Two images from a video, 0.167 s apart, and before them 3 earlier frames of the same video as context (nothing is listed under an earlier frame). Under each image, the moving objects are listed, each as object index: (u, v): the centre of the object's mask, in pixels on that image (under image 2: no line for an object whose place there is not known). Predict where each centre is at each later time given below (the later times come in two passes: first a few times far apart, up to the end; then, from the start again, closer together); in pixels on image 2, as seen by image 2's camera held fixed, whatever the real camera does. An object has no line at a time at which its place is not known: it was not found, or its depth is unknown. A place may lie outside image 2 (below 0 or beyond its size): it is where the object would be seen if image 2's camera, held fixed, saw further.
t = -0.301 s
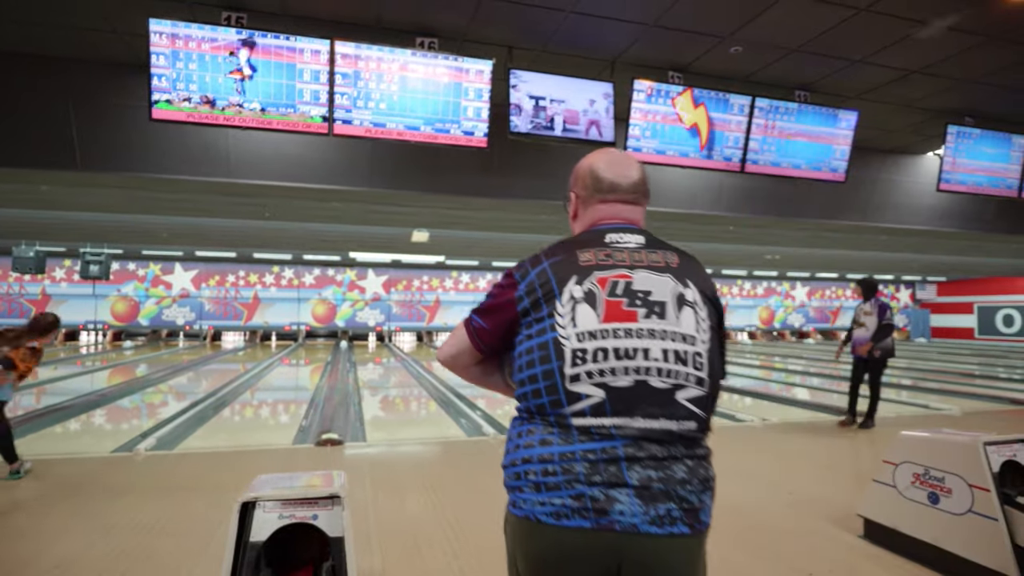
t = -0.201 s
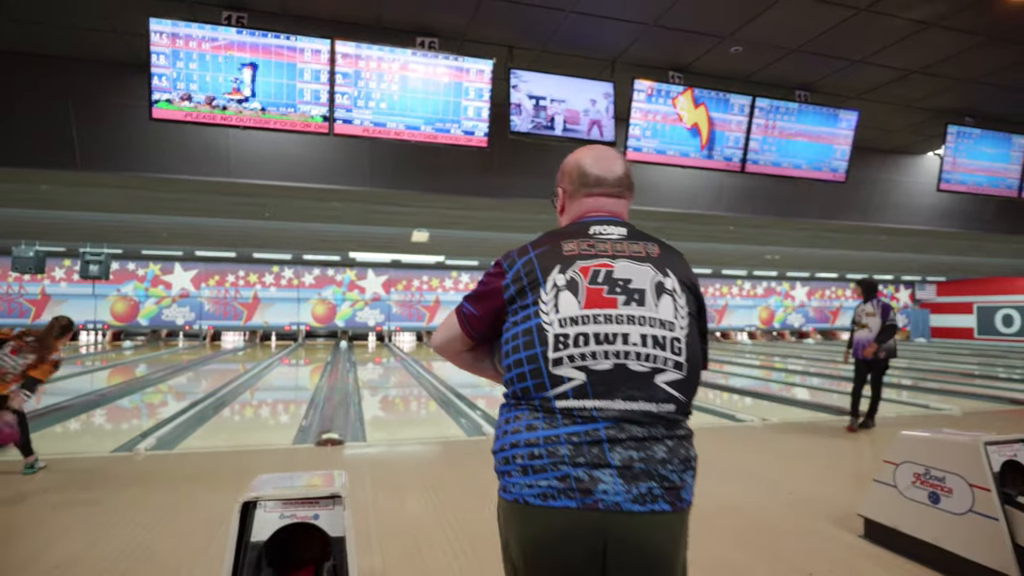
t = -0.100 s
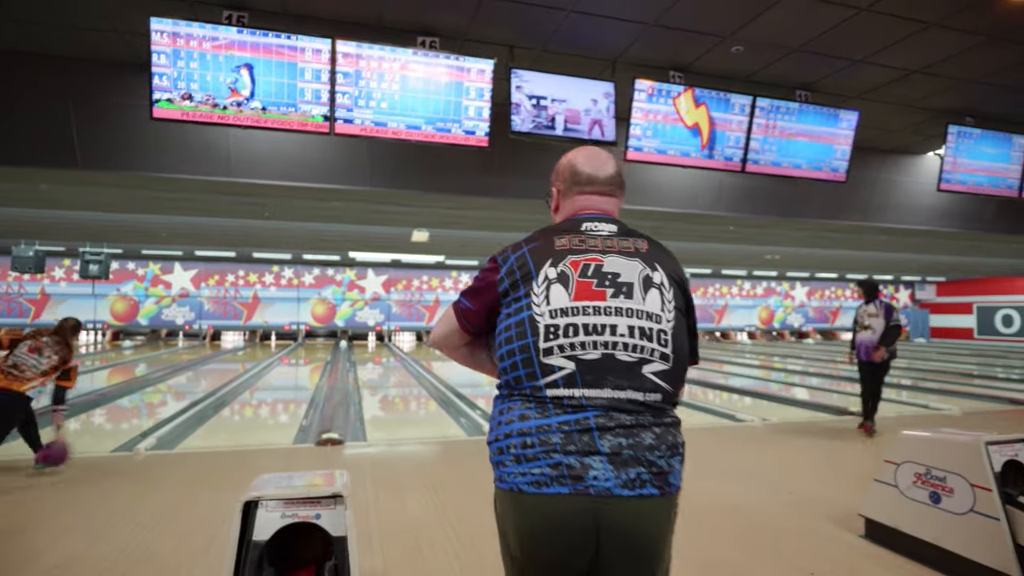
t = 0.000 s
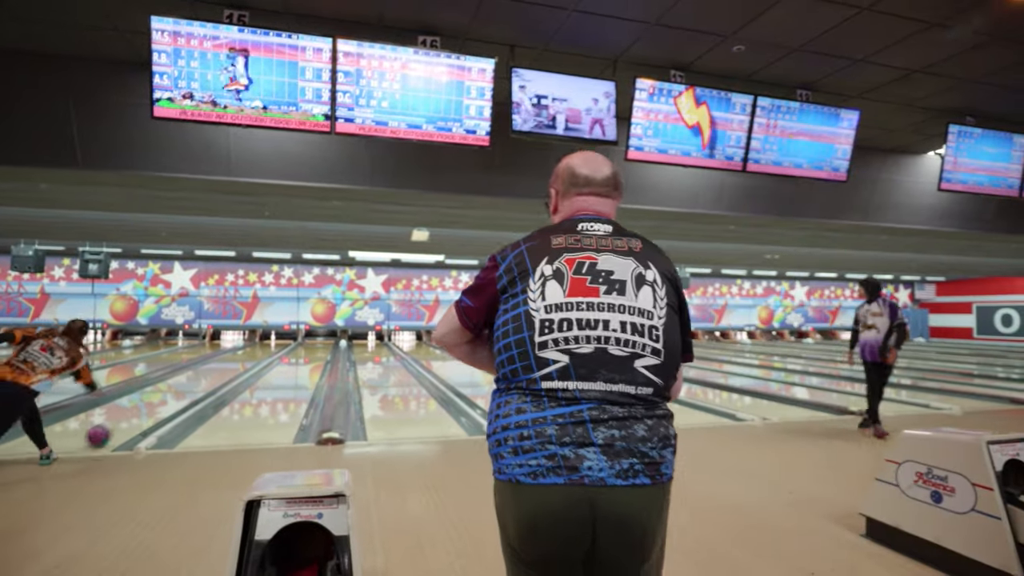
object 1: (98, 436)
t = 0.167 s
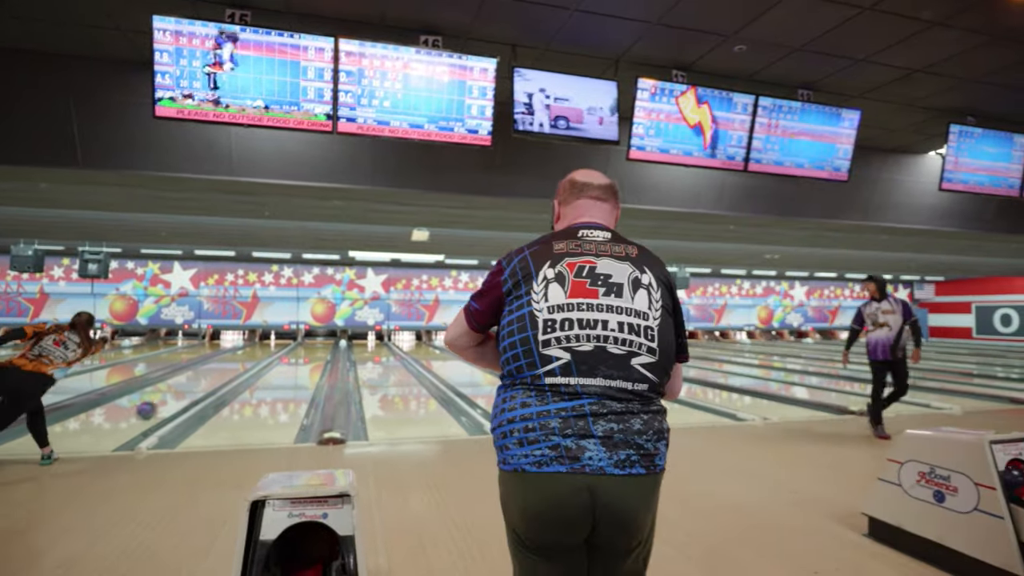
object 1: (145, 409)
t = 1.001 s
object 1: (238, 360)
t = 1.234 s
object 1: (248, 353)
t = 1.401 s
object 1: (257, 347)
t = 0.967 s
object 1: (236, 361)
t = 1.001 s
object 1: (238, 360)
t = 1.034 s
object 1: (240, 358)
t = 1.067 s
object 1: (242, 358)
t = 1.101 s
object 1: (243, 356)
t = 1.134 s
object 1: (244, 354)
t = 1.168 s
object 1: (245, 354)
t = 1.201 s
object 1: (248, 353)
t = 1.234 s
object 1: (248, 353)
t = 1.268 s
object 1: (248, 353)
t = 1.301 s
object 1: (252, 351)
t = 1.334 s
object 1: (251, 351)
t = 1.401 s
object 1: (257, 347)
